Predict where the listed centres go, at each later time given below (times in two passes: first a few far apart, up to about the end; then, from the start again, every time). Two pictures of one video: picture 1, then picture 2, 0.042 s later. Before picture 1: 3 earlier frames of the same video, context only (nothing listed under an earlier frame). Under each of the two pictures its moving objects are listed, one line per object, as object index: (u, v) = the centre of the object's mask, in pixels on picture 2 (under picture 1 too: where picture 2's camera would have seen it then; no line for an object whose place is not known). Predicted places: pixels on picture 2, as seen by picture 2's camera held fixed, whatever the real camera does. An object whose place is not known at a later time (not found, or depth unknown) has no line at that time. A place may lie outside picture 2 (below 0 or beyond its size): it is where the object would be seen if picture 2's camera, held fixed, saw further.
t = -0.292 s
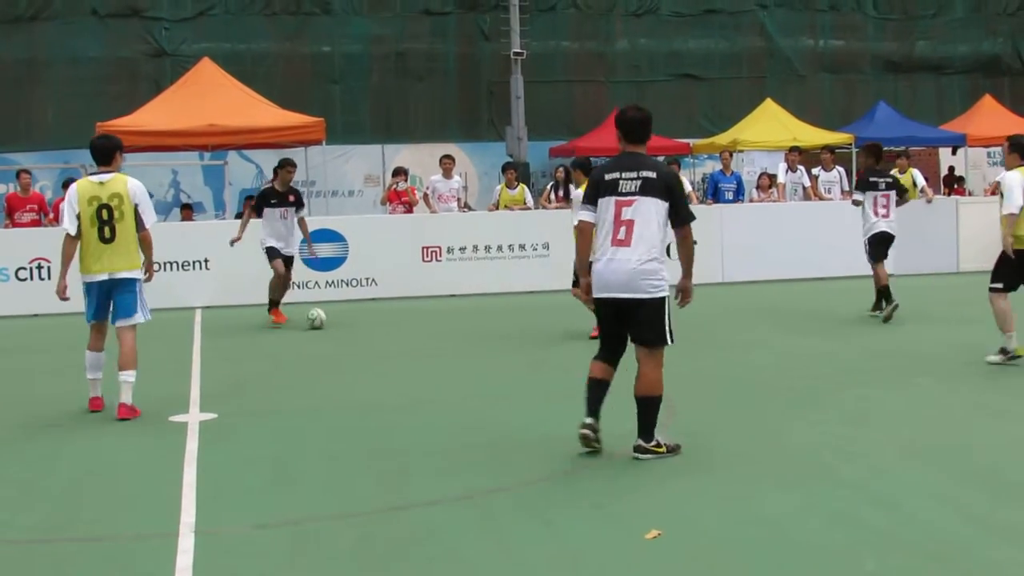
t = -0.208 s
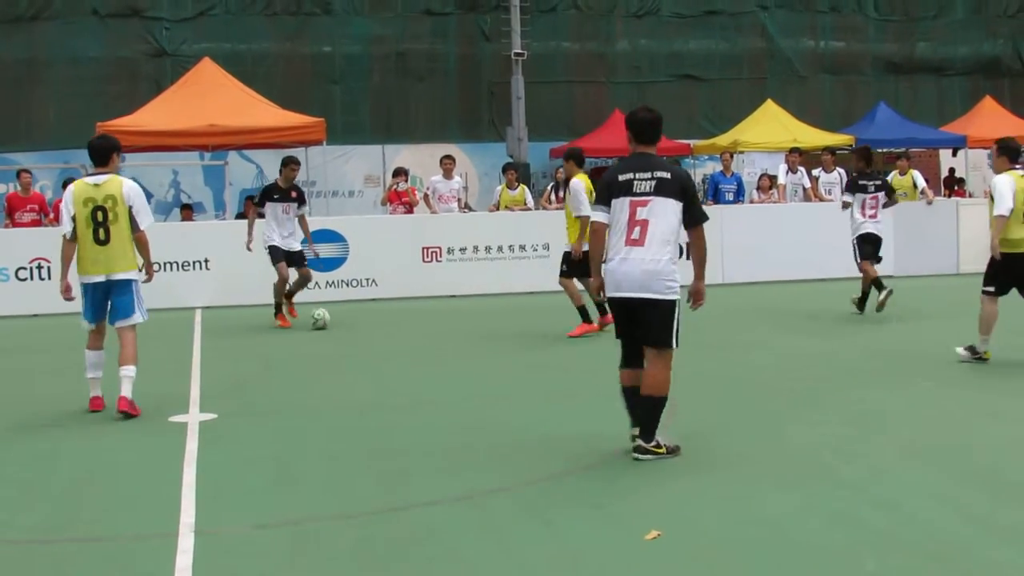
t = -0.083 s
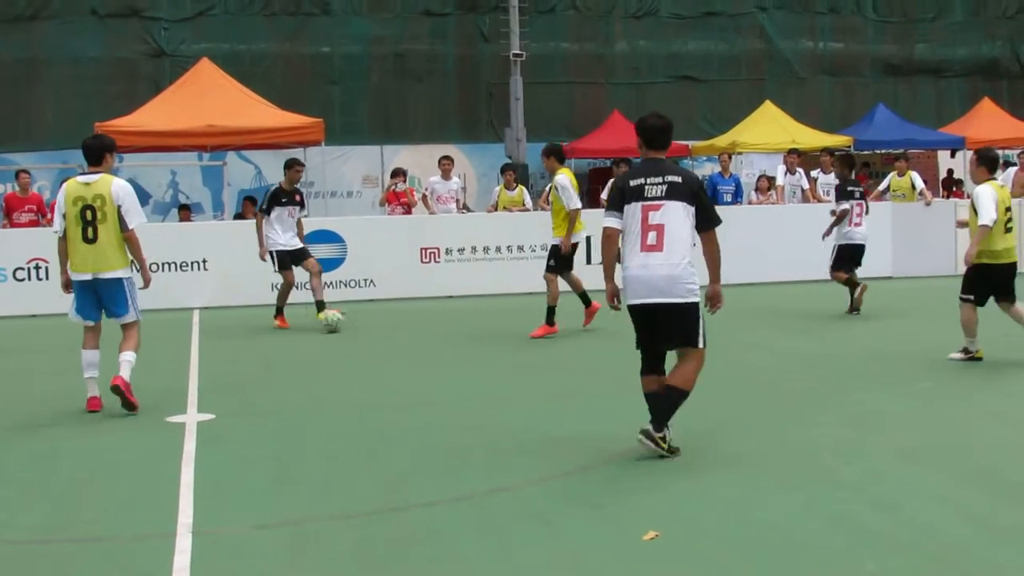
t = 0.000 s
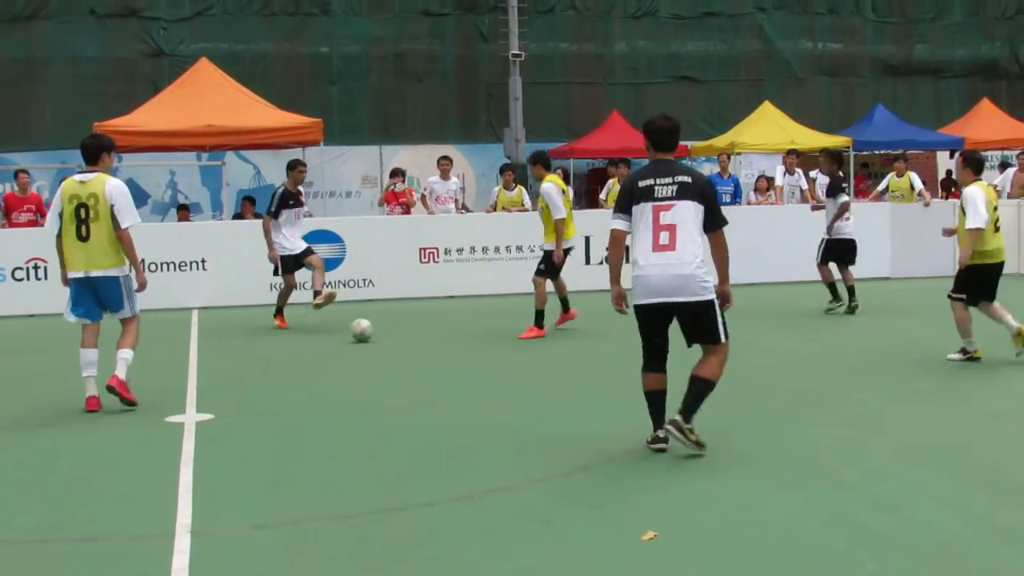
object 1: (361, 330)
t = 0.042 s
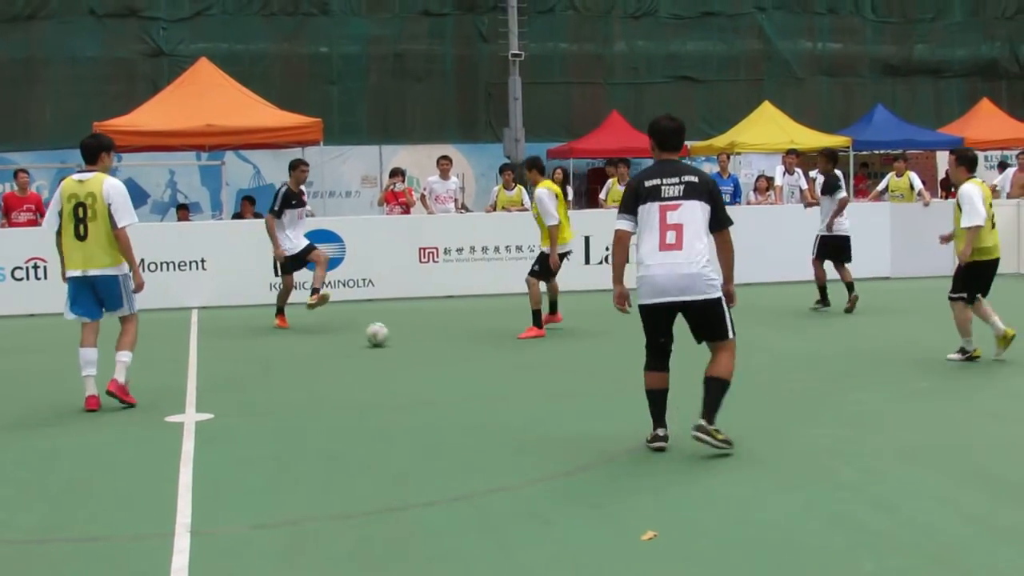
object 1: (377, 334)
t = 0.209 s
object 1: (446, 355)
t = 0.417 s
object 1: (538, 383)
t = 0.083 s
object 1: (394, 340)
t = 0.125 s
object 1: (411, 345)
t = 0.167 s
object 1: (428, 350)
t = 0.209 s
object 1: (446, 355)
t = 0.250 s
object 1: (463, 361)
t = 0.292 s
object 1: (482, 366)
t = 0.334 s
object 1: (501, 372)
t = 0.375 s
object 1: (520, 377)
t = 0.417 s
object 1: (538, 383)
